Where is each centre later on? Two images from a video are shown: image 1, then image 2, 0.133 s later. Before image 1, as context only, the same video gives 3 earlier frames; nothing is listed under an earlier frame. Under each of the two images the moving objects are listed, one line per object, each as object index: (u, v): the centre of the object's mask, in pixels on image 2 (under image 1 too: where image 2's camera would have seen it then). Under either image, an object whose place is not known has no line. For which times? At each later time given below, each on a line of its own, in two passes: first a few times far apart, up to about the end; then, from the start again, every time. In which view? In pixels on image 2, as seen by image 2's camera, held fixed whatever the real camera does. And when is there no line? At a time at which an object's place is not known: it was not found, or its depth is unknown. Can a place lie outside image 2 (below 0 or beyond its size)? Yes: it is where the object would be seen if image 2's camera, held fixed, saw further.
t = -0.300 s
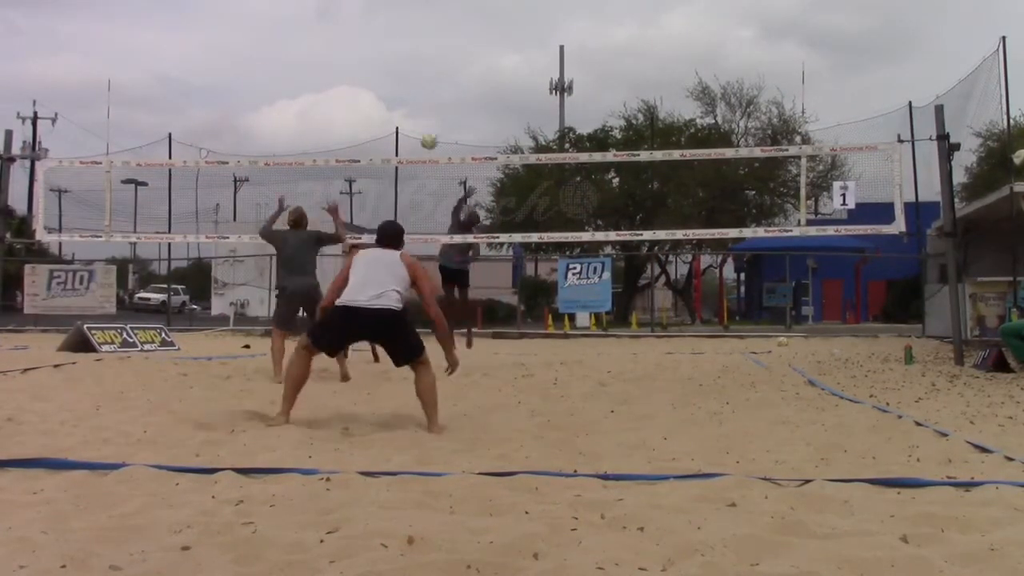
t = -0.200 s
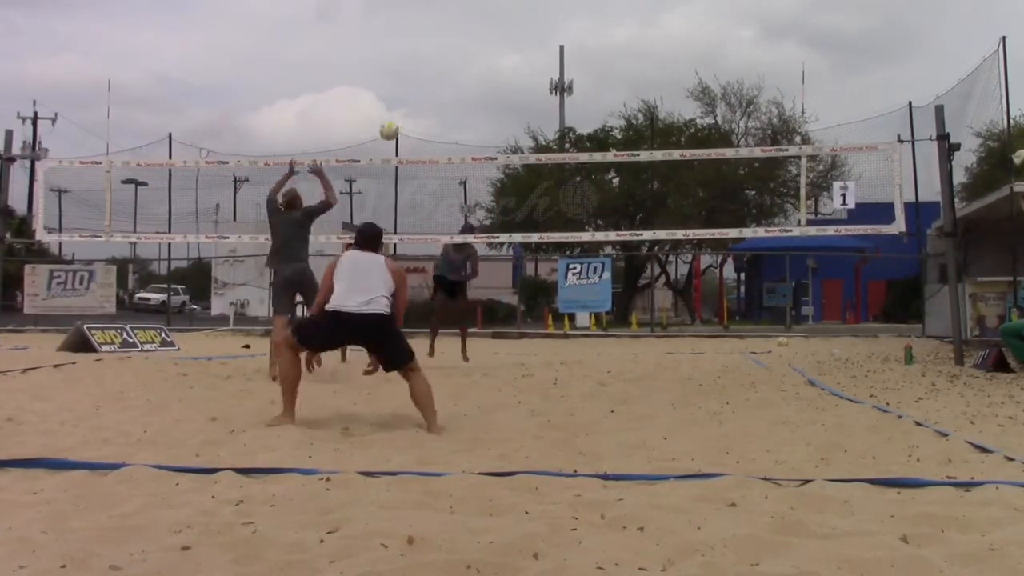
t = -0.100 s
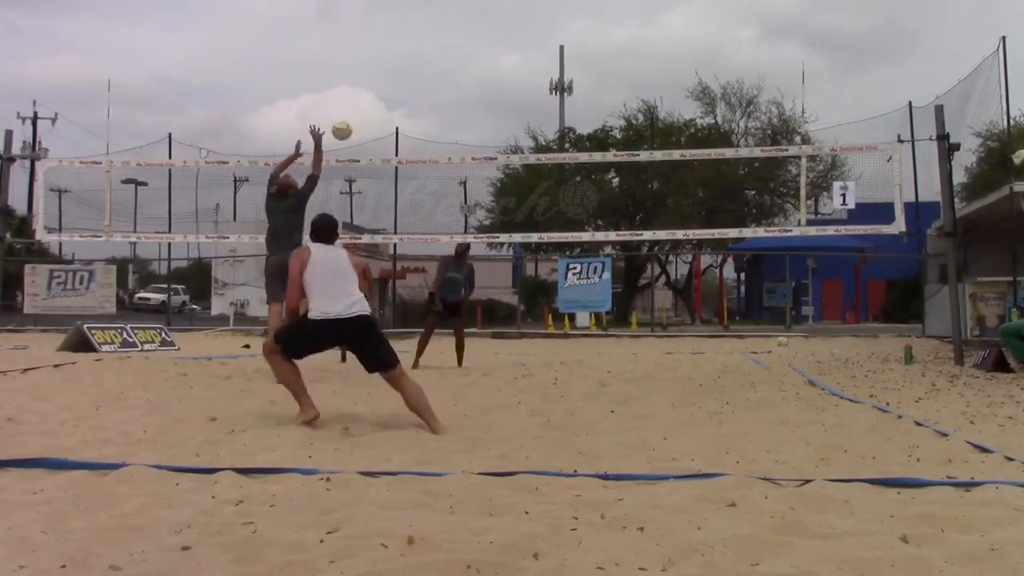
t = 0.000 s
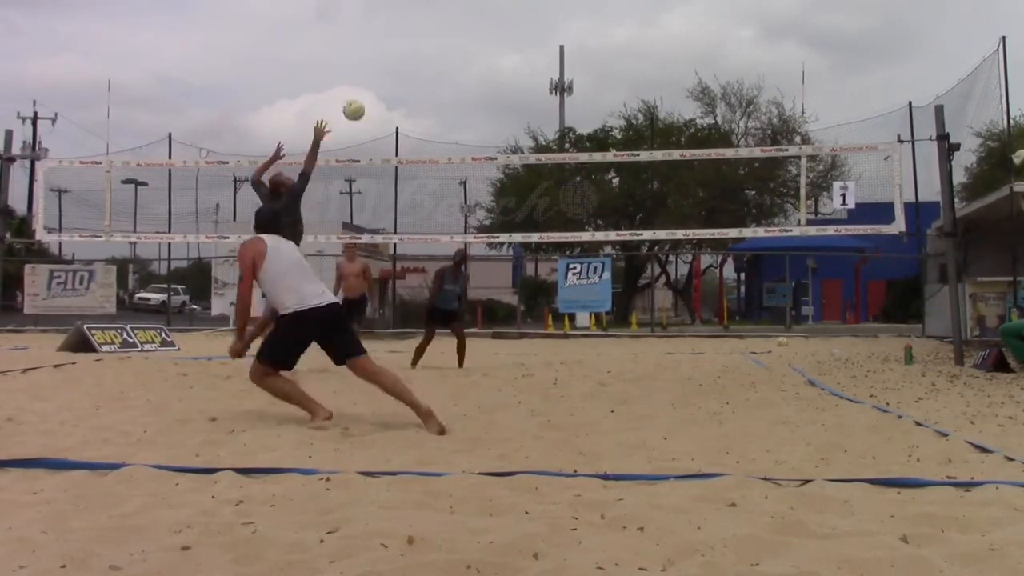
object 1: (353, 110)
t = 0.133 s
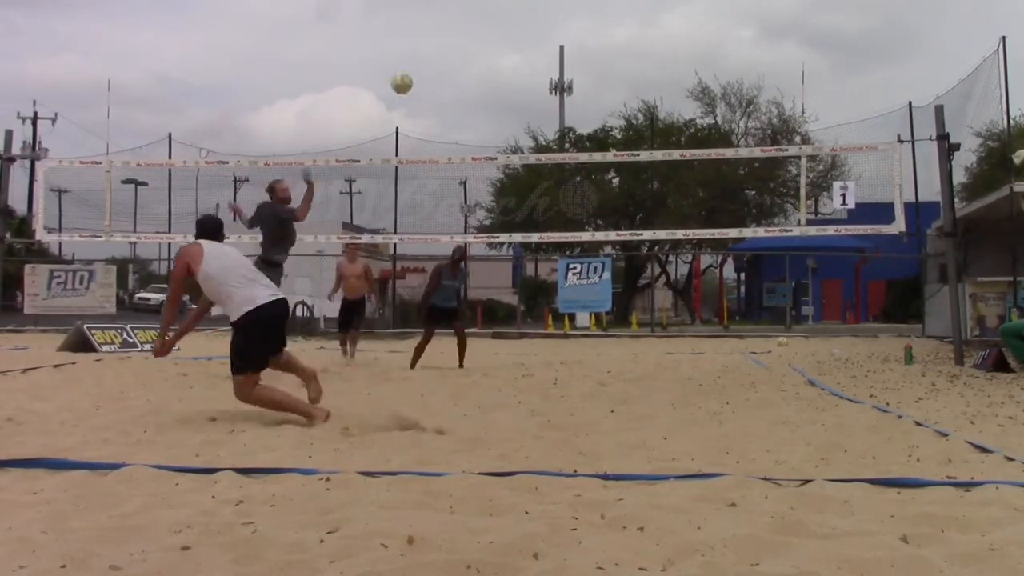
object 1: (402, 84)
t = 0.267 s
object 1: (449, 74)
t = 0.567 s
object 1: (561, 119)
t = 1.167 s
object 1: (758, 322)
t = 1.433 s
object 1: (802, 277)
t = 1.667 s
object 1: (844, 312)
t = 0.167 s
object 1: (414, 79)
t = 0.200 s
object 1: (425, 76)
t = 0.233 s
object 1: (437, 74)
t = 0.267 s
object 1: (449, 74)
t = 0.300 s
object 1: (461, 74)
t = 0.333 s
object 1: (474, 75)
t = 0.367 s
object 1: (486, 78)
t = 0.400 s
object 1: (499, 82)
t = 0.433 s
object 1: (511, 87)
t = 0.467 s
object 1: (523, 94)
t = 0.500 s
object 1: (535, 101)
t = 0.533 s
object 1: (548, 110)
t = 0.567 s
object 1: (561, 119)
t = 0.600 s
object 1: (574, 131)
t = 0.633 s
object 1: (586, 142)
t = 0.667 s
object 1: (600, 157)
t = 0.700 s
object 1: (612, 172)
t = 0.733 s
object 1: (625, 188)
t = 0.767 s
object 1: (638, 206)
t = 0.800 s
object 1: (651, 224)
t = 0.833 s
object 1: (664, 245)
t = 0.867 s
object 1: (677, 267)
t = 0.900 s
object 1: (690, 291)
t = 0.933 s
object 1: (704, 315)
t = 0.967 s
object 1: (717, 341)
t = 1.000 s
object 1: (731, 368)
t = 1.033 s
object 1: (739, 375)
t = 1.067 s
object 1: (744, 359)
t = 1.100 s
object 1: (748, 346)
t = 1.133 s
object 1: (754, 334)
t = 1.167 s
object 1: (758, 322)
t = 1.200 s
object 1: (763, 313)
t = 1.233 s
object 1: (768, 304)
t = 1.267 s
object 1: (774, 296)
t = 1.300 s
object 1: (779, 290)
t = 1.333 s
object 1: (785, 284)
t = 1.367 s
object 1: (791, 281)
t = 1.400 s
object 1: (796, 278)
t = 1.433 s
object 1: (802, 277)
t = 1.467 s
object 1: (807, 278)
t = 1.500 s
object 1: (813, 279)
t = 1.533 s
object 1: (819, 282)
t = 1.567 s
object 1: (825, 287)
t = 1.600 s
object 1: (832, 294)
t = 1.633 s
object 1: (838, 303)
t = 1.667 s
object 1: (844, 312)
